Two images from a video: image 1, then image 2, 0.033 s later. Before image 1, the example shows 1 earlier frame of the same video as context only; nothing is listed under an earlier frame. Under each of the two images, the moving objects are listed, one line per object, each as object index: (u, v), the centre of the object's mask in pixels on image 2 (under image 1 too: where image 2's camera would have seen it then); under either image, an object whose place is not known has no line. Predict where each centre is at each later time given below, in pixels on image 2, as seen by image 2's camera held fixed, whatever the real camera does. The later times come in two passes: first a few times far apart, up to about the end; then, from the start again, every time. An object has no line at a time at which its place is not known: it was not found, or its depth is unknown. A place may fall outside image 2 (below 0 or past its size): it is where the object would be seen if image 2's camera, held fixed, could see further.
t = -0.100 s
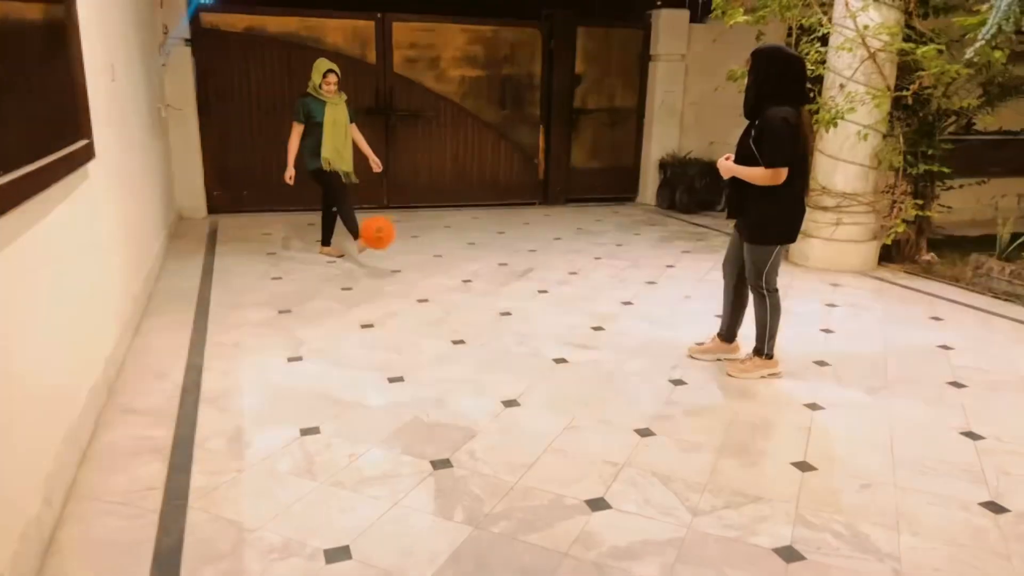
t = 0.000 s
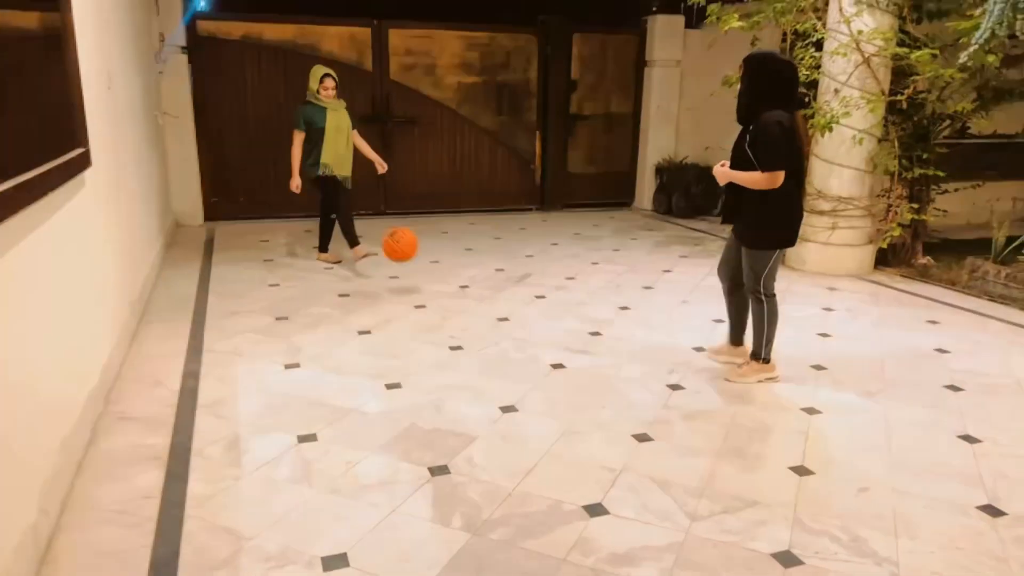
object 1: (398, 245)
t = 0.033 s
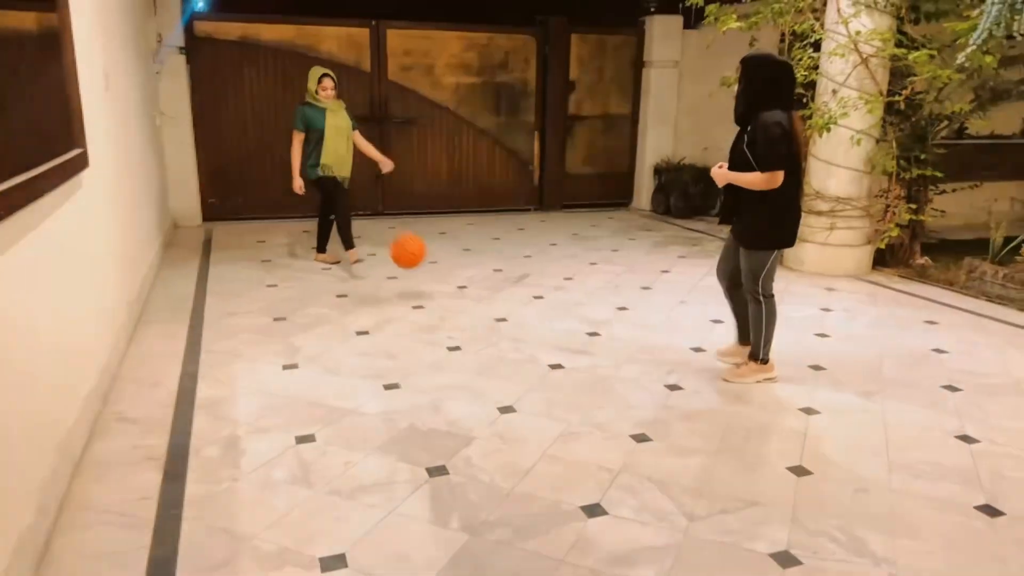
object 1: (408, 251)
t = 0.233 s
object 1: (464, 302)
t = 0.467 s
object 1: (499, 317)
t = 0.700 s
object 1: (534, 330)
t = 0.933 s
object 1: (569, 344)
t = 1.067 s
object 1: (591, 353)
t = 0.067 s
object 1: (418, 258)
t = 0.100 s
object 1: (427, 266)
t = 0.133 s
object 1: (438, 278)
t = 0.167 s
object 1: (449, 293)
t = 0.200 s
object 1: (459, 305)
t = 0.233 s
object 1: (464, 302)
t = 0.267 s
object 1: (469, 300)
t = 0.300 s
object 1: (473, 298)
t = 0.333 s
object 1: (478, 299)
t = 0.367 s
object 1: (483, 302)
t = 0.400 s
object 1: (488, 306)
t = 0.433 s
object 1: (493, 312)
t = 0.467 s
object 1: (499, 317)
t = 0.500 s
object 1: (503, 318)
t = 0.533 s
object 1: (509, 319)
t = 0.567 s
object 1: (514, 321)
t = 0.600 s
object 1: (519, 325)
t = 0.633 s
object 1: (523, 326)
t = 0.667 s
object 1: (529, 328)
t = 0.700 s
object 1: (534, 330)
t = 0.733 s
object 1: (538, 332)
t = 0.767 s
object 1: (544, 335)
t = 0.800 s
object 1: (549, 337)
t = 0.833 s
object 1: (554, 339)
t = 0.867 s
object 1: (559, 340)
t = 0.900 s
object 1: (565, 342)
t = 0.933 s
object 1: (569, 344)
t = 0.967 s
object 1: (575, 346)
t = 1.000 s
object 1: (580, 348)
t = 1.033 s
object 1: (585, 350)
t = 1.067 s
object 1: (591, 353)
